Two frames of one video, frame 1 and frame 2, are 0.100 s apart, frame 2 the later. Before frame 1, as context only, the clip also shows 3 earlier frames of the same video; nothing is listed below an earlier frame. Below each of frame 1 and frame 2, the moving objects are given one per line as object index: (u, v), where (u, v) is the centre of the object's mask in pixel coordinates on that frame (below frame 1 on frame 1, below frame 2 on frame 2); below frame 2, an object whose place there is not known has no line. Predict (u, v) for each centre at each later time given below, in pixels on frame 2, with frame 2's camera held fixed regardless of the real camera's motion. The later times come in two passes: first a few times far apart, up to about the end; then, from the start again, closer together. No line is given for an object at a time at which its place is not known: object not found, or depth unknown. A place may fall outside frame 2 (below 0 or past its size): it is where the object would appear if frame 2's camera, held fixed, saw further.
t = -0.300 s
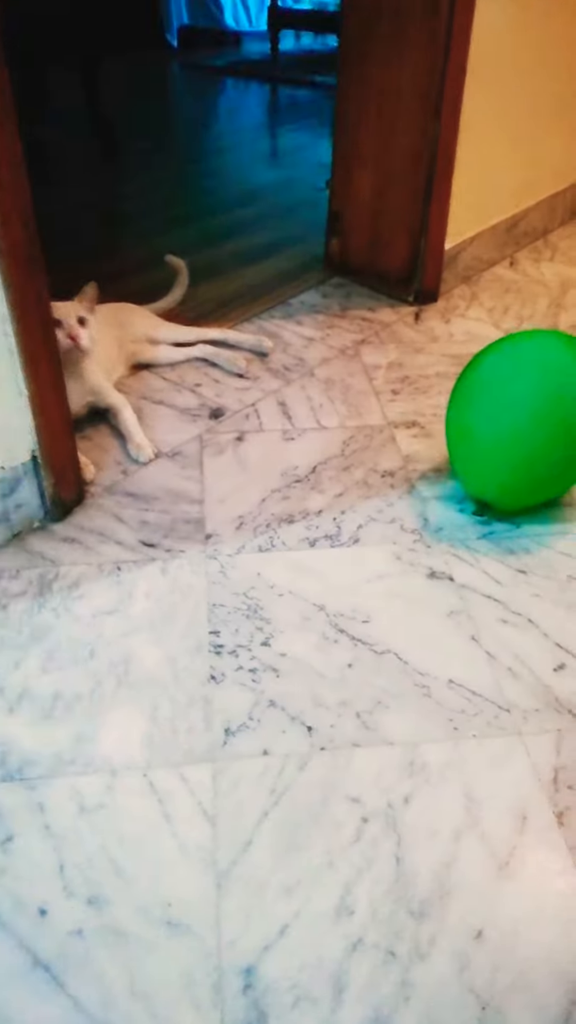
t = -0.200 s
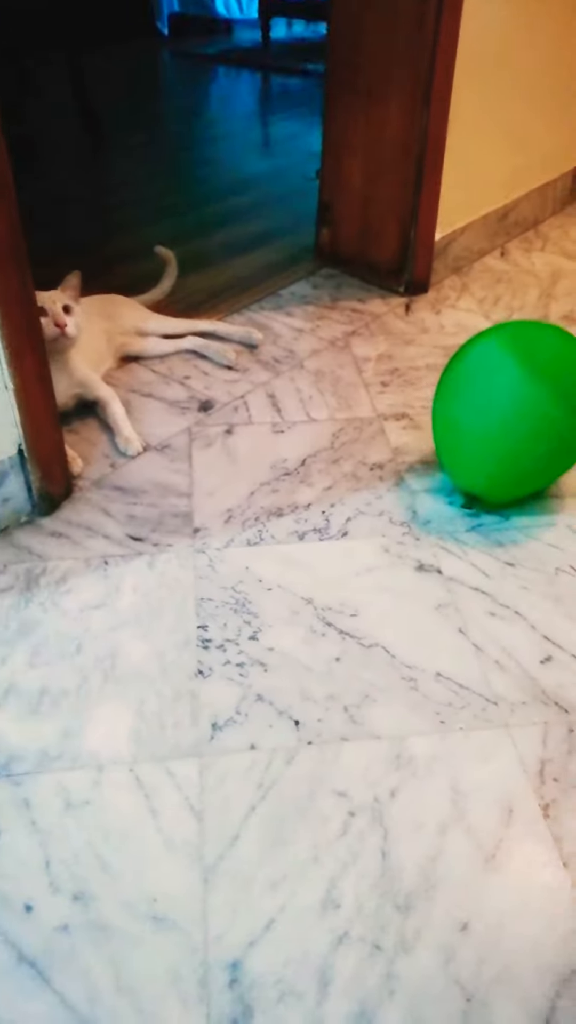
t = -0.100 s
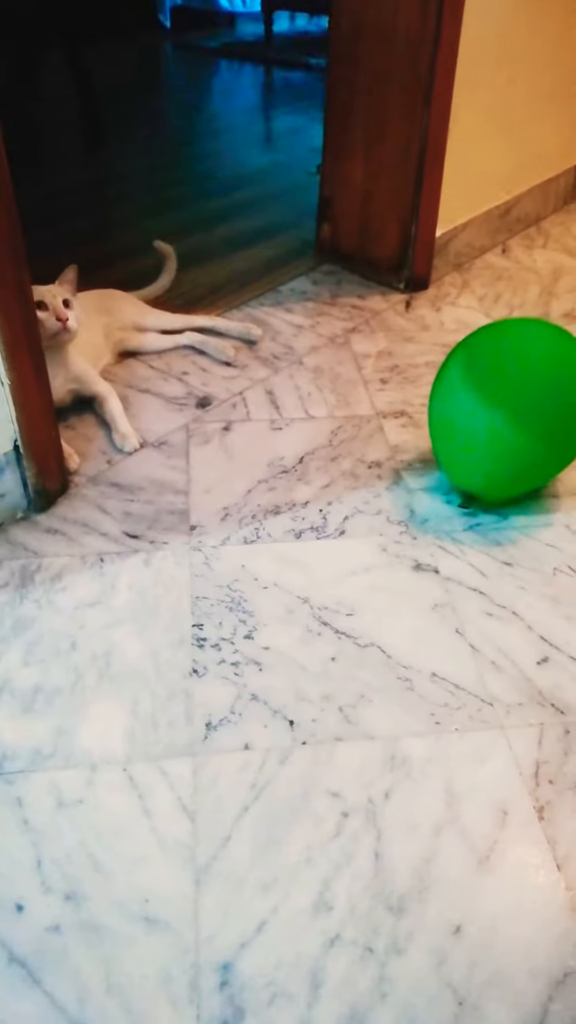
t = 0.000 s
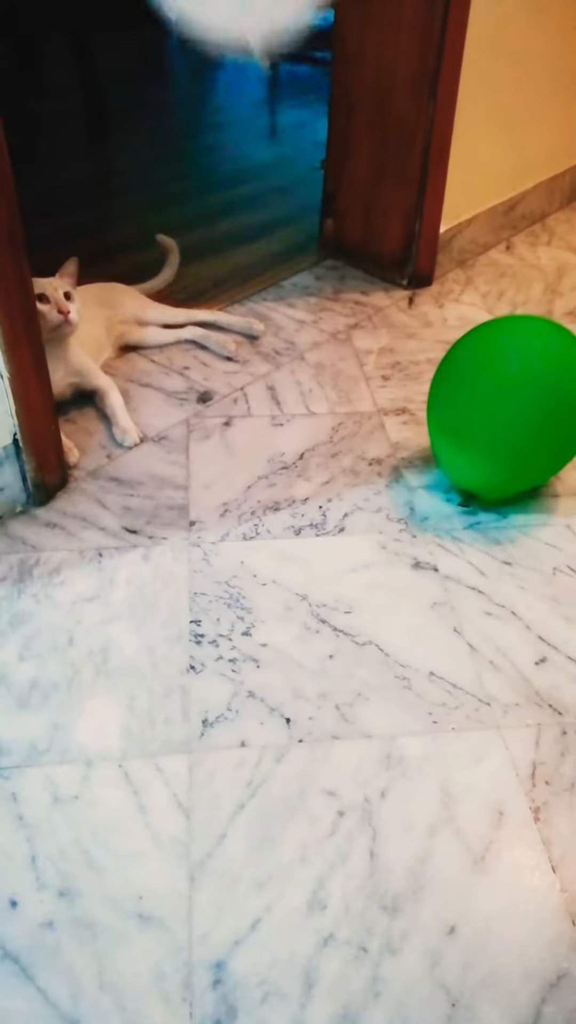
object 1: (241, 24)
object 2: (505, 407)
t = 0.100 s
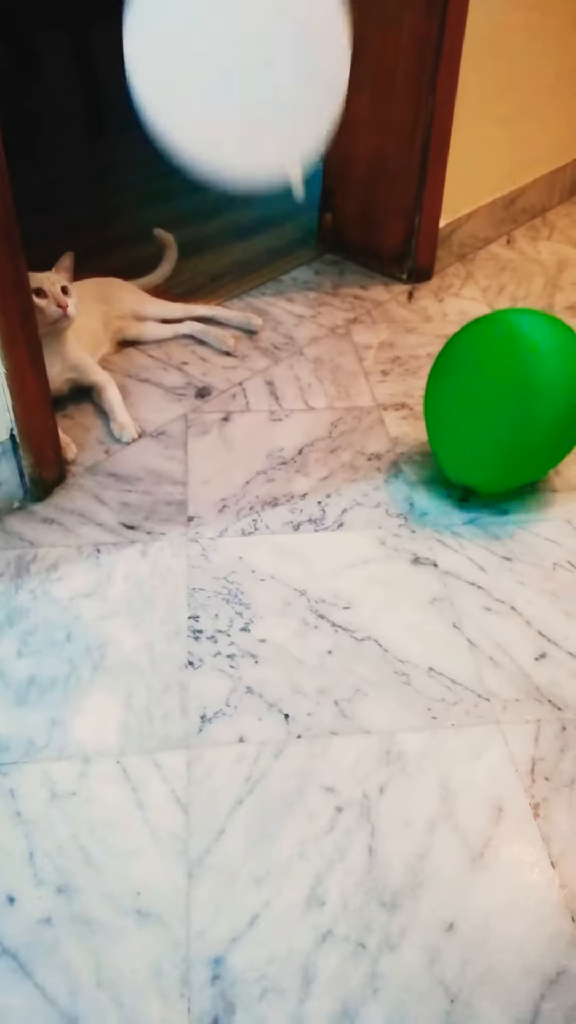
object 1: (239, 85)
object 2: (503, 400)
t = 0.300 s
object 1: (255, 305)
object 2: (501, 398)
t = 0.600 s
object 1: (307, 379)
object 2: (494, 396)
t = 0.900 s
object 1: (305, 254)
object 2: (482, 394)
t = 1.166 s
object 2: (472, 393)
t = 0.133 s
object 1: (240, 111)
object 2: (503, 400)
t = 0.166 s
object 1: (242, 143)
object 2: (503, 400)
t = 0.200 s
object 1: (244, 186)
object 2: (503, 399)
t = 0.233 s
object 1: (248, 228)
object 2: (502, 399)
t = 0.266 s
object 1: (251, 267)
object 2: (501, 399)
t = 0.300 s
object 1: (255, 305)
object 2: (501, 398)
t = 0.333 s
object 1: (261, 342)
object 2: (501, 398)
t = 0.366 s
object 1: (267, 374)
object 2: (500, 398)
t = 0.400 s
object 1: (274, 404)
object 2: (500, 398)
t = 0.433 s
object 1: (281, 432)
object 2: (500, 397)
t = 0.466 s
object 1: (288, 457)
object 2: (499, 397)
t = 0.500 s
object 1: (296, 451)
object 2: (498, 398)
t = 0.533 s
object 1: (302, 428)
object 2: (497, 396)
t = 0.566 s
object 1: (305, 403)
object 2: (496, 397)
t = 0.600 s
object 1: (307, 379)
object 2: (494, 396)
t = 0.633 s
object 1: (308, 358)
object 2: (493, 396)
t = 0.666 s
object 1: (307, 339)
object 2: (492, 396)
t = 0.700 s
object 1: (307, 322)
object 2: (490, 396)
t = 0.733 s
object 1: (307, 306)
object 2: (489, 396)
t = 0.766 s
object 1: (307, 291)
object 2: (487, 396)
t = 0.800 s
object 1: (307, 279)
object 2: (486, 395)
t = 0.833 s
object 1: (306, 269)
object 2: (485, 395)
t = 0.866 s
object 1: (306, 260)
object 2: (483, 395)
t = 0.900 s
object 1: (305, 254)
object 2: (482, 394)
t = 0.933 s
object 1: (305, 249)
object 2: (481, 394)
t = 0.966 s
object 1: (304, 246)
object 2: (480, 394)
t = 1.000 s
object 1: (303, 245)
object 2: (478, 394)
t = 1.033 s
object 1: (302, 246)
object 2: (477, 394)
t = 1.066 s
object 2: (476, 393)
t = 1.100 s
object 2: (475, 393)
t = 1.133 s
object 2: (474, 393)
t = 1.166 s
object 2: (472, 393)
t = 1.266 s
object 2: (470, 392)
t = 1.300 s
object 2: (469, 392)
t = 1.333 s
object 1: (293, 321)
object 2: (468, 392)
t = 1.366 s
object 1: (293, 333)
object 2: (467, 392)
